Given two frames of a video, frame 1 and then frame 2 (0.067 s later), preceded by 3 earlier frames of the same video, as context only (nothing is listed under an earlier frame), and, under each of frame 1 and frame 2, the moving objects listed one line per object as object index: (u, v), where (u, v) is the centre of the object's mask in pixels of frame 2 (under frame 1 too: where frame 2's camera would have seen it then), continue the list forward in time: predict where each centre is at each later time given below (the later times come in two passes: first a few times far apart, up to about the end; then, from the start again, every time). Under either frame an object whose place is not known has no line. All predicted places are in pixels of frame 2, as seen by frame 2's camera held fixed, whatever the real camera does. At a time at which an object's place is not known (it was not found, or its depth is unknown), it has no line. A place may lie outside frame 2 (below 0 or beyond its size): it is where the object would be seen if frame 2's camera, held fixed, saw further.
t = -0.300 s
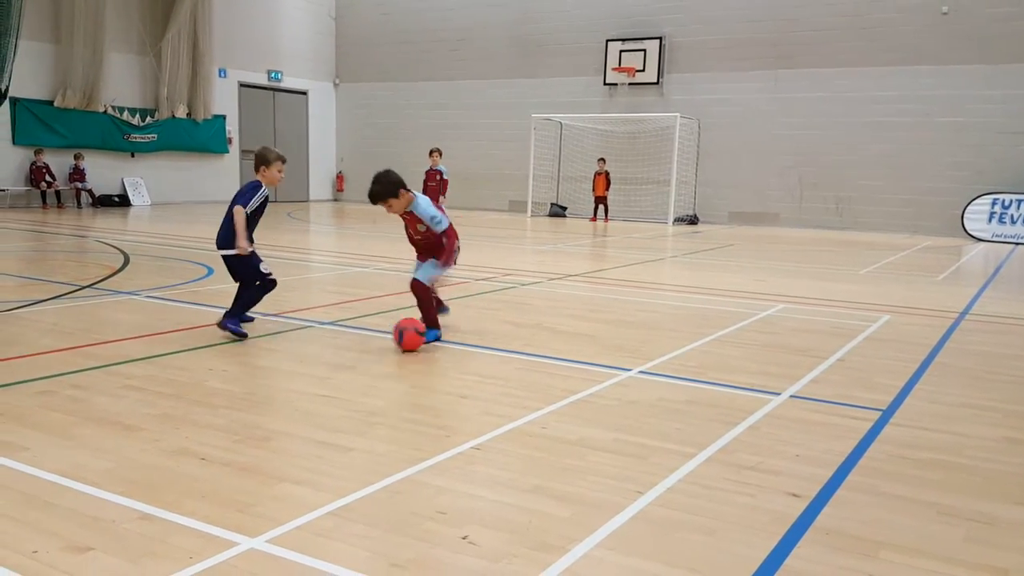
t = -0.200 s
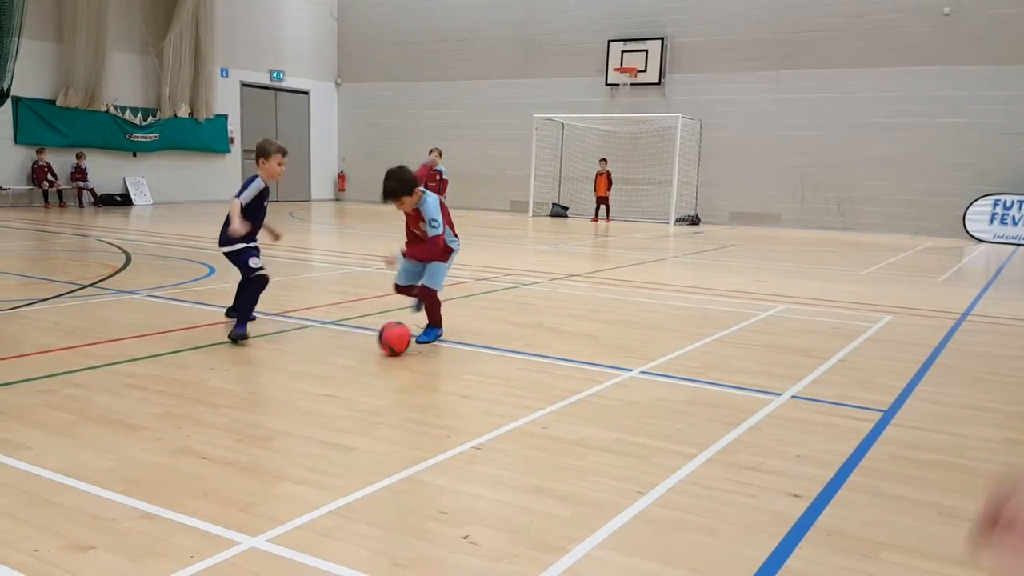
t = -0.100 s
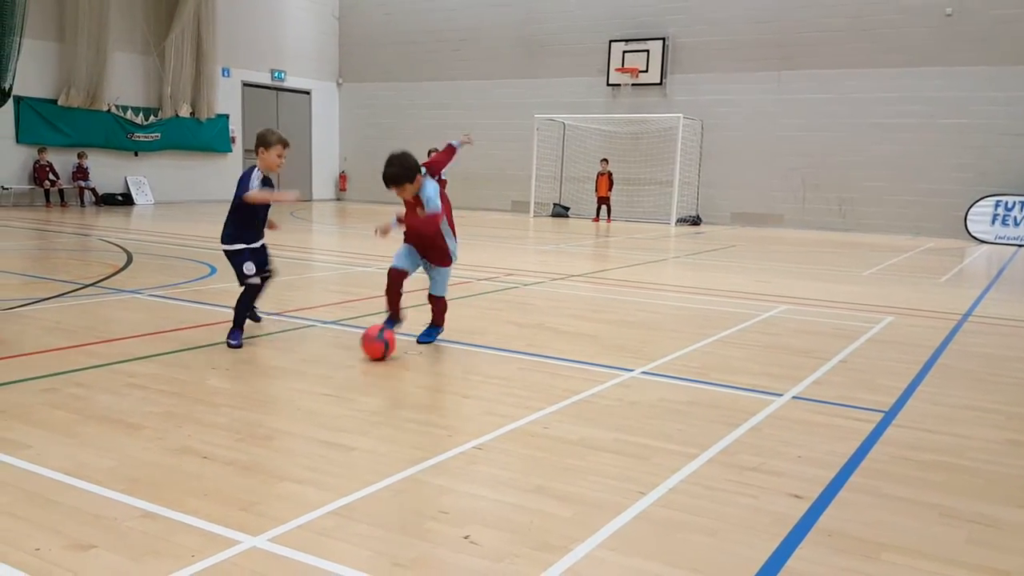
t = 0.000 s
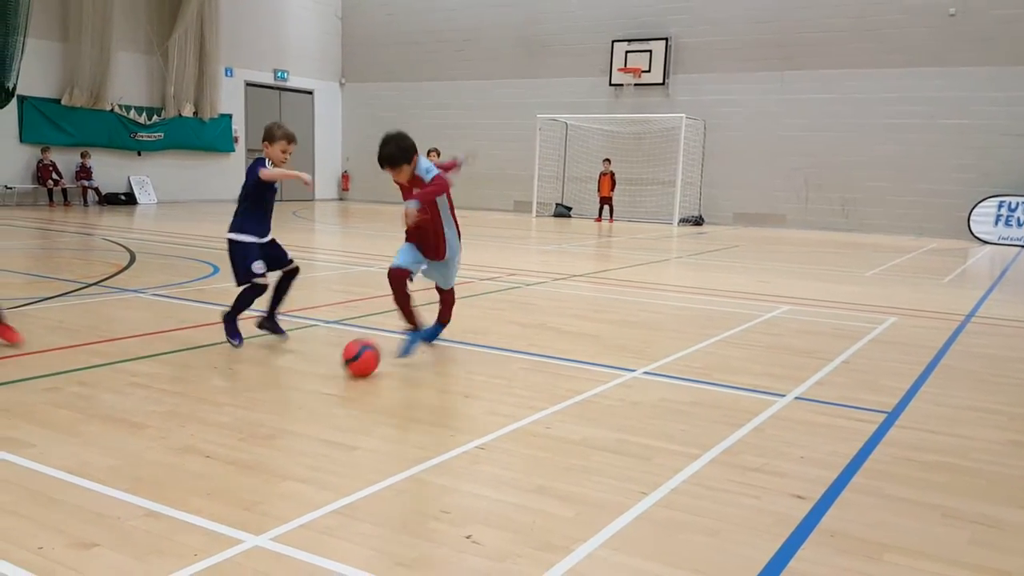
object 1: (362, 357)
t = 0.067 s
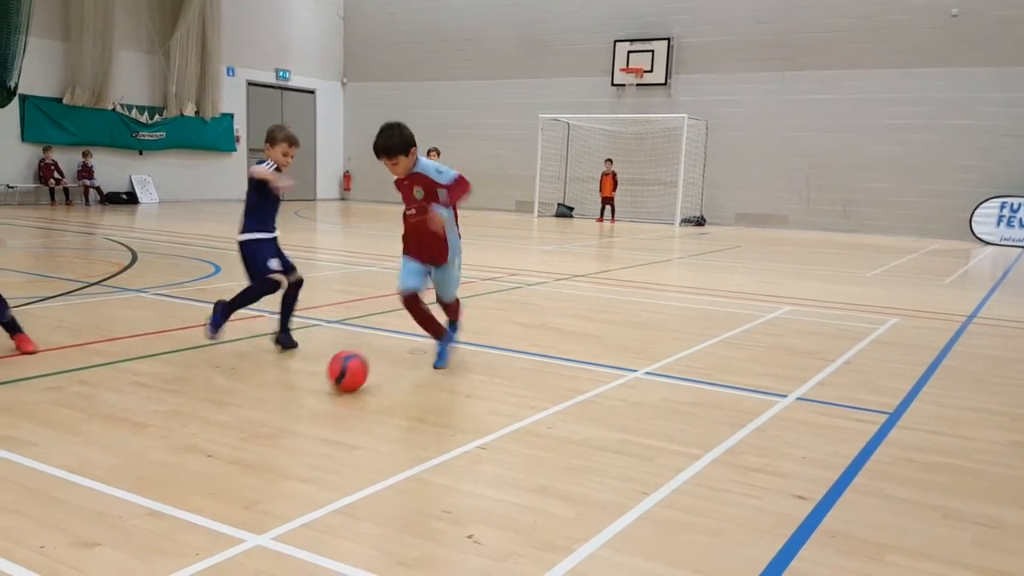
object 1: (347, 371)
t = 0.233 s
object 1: (304, 409)
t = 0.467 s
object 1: (222, 474)
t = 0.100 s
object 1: (340, 378)
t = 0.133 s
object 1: (332, 385)
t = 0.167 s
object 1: (323, 393)
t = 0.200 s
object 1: (314, 401)
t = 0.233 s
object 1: (304, 409)
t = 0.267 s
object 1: (294, 417)
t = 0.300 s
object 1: (284, 426)
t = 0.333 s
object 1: (272, 435)
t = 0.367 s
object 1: (261, 444)
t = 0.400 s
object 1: (248, 454)
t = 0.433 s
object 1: (235, 464)
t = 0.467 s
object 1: (222, 474)
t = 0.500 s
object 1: (208, 484)
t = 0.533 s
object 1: (192, 496)
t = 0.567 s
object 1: (177, 507)
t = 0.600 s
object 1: (159, 521)
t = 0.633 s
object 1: (141, 536)
